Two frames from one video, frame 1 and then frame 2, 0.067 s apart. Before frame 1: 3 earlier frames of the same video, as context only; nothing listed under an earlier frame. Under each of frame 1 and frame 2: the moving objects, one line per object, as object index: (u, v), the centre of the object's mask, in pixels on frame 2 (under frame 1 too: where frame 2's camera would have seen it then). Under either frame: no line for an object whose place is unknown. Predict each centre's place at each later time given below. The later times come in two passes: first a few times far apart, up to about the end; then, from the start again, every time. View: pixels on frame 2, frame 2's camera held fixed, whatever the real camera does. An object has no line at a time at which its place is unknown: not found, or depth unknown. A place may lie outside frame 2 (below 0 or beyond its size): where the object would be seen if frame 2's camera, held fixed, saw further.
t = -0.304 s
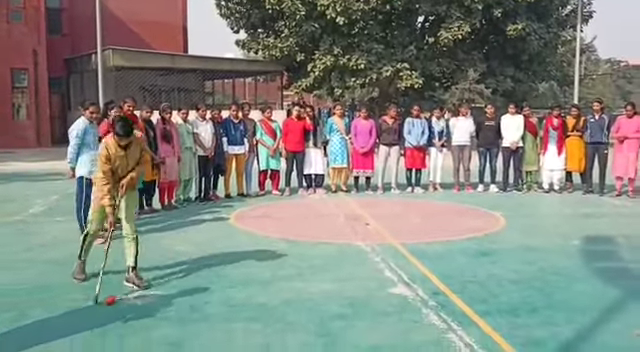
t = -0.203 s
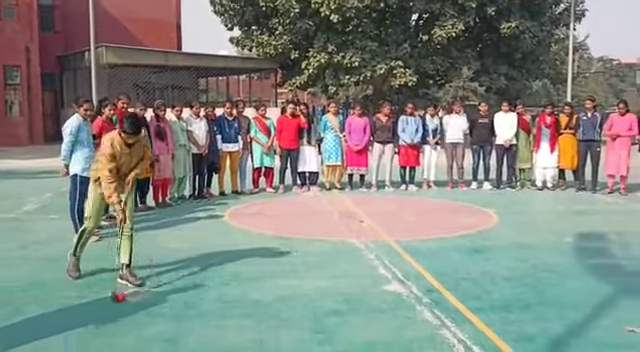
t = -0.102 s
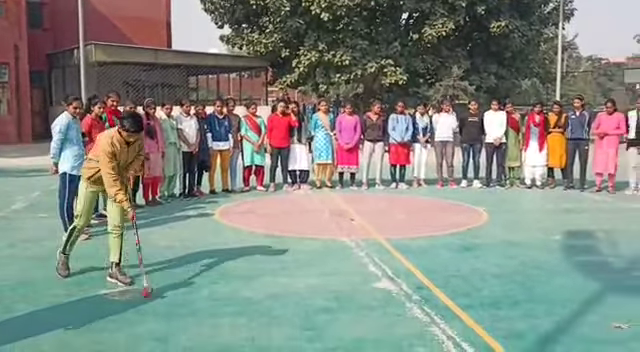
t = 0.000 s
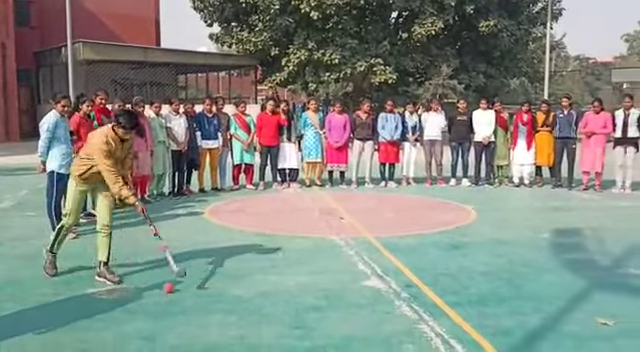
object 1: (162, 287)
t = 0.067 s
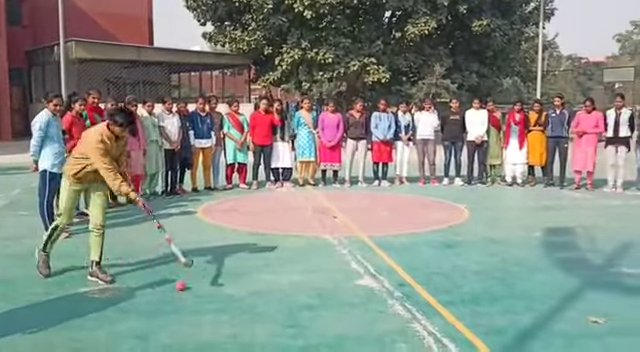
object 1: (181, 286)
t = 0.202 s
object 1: (216, 284)
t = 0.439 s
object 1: (277, 279)
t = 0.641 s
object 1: (324, 275)
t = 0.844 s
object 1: (367, 272)
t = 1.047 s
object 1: (409, 269)
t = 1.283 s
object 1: (455, 266)
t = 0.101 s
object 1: (191, 286)
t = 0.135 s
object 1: (199, 285)
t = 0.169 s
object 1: (208, 284)
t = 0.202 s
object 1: (216, 284)
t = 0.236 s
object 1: (226, 283)
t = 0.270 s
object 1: (234, 282)
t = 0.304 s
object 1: (244, 282)
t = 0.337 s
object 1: (252, 281)
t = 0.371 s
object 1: (260, 280)
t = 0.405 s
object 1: (268, 279)
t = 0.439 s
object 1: (277, 279)
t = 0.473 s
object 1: (285, 279)
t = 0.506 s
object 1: (293, 278)
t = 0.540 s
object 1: (300, 277)
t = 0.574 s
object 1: (308, 277)
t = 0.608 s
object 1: (317, 276)
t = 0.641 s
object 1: (324, 275)
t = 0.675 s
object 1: (331, 275)
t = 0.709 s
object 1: (338, 274)
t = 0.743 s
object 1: (346, 274)
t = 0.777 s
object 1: (353, 272)
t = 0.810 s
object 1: (361, 272)
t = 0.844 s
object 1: (367, 272)
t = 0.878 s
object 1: (373, 273)
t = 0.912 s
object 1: (379, 271)
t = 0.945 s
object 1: (385, 271)
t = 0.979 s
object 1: (395, 271)
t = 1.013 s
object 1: (403, 270)
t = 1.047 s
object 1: (409, 269)
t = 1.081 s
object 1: (415, 269)
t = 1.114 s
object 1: (420, 268)
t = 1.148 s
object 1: (428, 268)
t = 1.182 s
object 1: (434, 267)
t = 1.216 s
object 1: (442, 267)
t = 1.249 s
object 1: (448, 266)
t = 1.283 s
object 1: (455, 266)
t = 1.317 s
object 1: (461, 265)
